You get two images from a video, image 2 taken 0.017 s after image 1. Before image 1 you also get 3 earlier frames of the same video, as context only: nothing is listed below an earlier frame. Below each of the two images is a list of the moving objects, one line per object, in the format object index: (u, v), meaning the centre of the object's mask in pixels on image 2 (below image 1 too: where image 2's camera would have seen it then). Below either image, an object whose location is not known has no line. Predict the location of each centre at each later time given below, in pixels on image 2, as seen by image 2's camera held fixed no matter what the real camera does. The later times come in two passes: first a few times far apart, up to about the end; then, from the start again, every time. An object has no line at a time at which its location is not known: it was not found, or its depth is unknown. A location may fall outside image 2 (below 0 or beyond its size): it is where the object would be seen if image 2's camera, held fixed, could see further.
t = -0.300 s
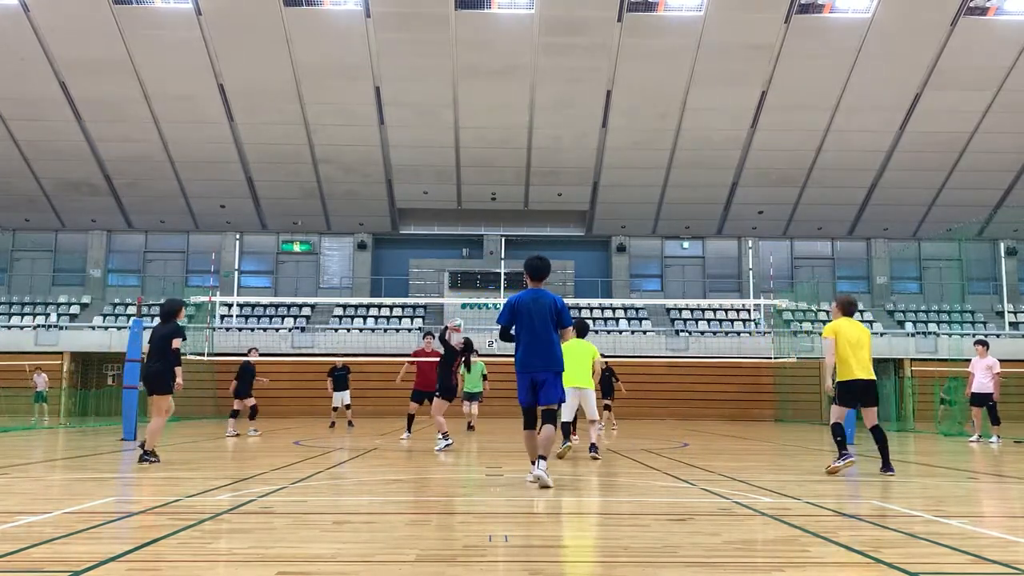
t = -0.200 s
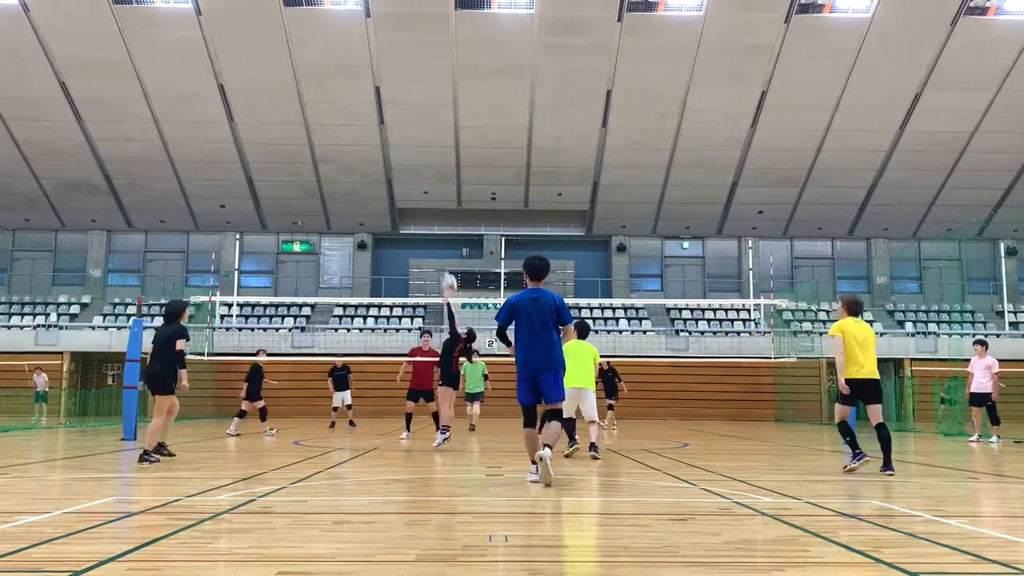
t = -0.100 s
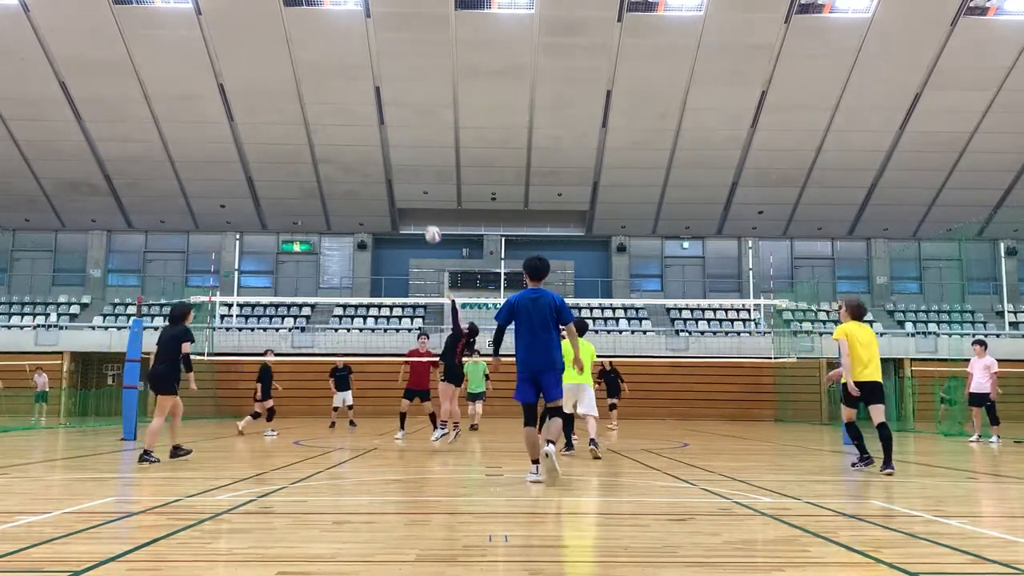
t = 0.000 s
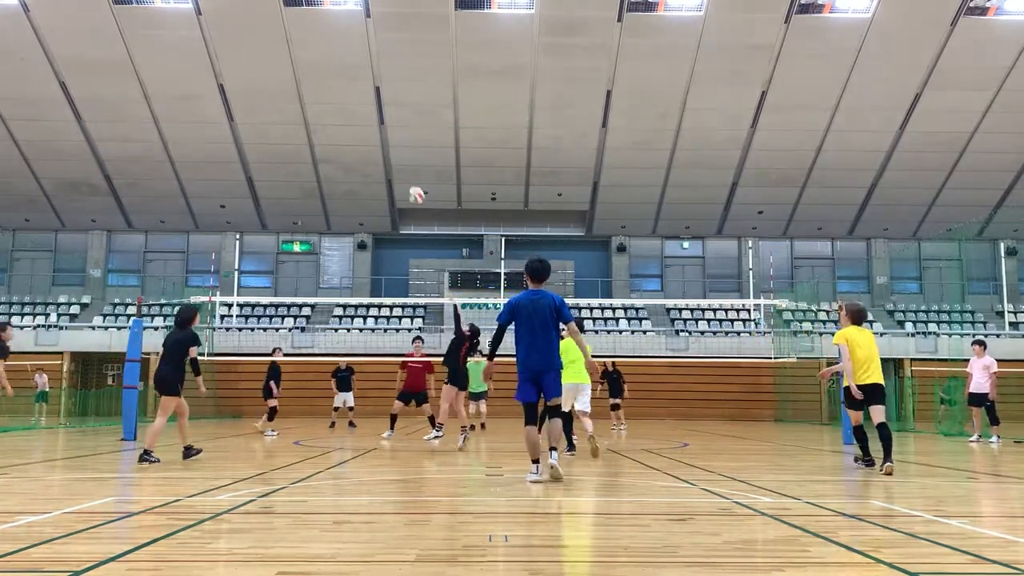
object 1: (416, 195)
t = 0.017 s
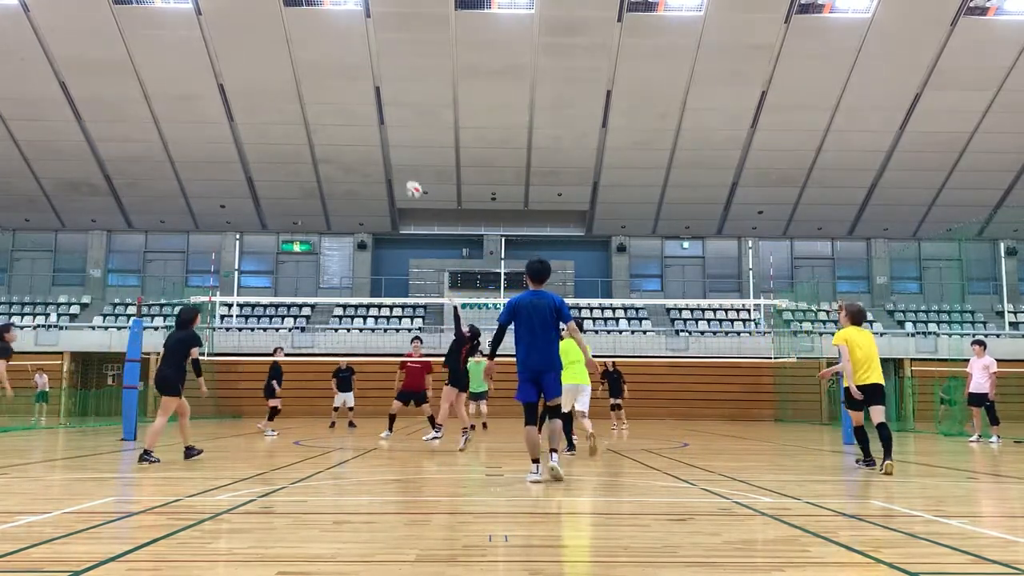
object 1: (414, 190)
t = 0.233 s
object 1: (380, 136)
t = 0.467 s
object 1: (346, 116)
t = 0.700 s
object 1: (314, 133)
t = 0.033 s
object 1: (411, 184)
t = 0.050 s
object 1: (408, 178)
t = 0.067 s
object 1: (406, 174)
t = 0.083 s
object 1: (402, 169)
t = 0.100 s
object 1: (400, 164)
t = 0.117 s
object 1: (398, 160)
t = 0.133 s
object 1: (395, 156)
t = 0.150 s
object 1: (392, 152)
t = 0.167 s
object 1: (390, 149)
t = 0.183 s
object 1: (387, 145)
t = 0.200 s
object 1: (385, 142)
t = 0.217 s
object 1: (382, 138)
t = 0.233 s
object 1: (380, 136)
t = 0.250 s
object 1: (377, 133)
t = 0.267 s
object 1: (375, 131)
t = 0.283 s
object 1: (372, 128)
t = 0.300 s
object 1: (370, 127)
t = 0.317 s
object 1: (367, 125)
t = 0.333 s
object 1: (365, 123)
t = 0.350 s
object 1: (363, 121)
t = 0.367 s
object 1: (361, 120)
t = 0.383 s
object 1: (358, 119)
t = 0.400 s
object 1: (356, 117)
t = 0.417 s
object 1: (354, 117)
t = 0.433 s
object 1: (351, 116)
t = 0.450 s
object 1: (349, 116)
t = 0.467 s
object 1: (346, 116)
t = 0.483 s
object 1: (344, 116)
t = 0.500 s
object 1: (341, 117)
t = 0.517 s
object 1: (339, 117)
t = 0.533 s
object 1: (337, 117)
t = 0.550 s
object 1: (334, 118)
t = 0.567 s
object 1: (332, 119)
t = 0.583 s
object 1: (330, 120)
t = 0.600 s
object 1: (328, 121)
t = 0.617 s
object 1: (326, 123)
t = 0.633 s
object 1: (323, 125)
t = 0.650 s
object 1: (321, 126)
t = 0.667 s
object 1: (319, 128)
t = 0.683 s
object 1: (316, 130)
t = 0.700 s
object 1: (314, 133)
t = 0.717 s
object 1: (312, 135)
